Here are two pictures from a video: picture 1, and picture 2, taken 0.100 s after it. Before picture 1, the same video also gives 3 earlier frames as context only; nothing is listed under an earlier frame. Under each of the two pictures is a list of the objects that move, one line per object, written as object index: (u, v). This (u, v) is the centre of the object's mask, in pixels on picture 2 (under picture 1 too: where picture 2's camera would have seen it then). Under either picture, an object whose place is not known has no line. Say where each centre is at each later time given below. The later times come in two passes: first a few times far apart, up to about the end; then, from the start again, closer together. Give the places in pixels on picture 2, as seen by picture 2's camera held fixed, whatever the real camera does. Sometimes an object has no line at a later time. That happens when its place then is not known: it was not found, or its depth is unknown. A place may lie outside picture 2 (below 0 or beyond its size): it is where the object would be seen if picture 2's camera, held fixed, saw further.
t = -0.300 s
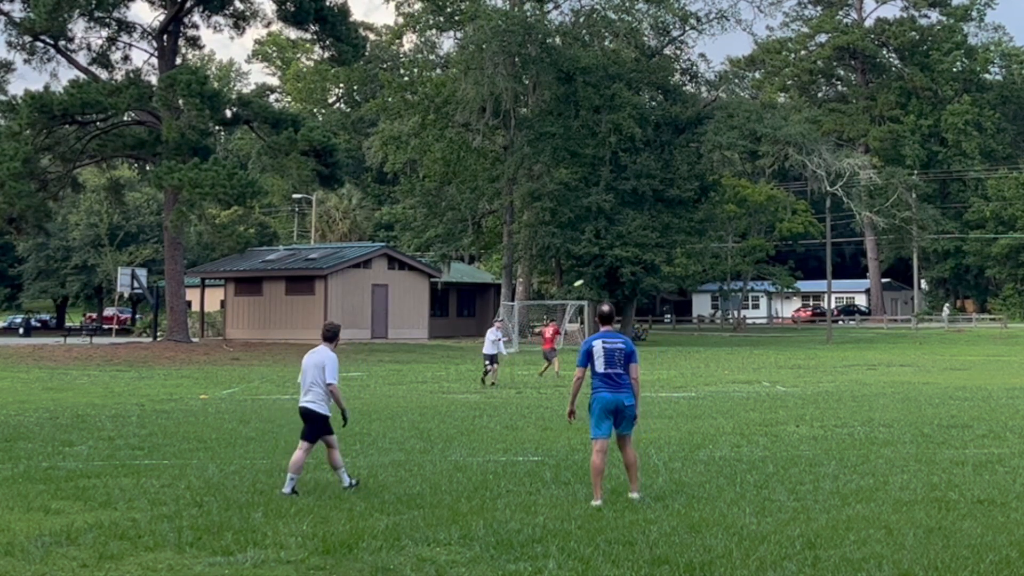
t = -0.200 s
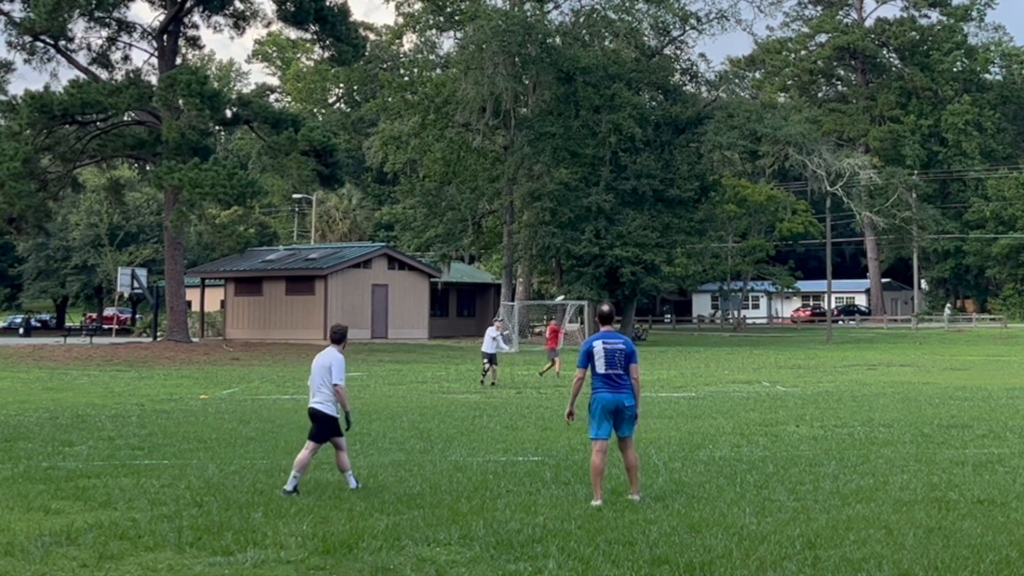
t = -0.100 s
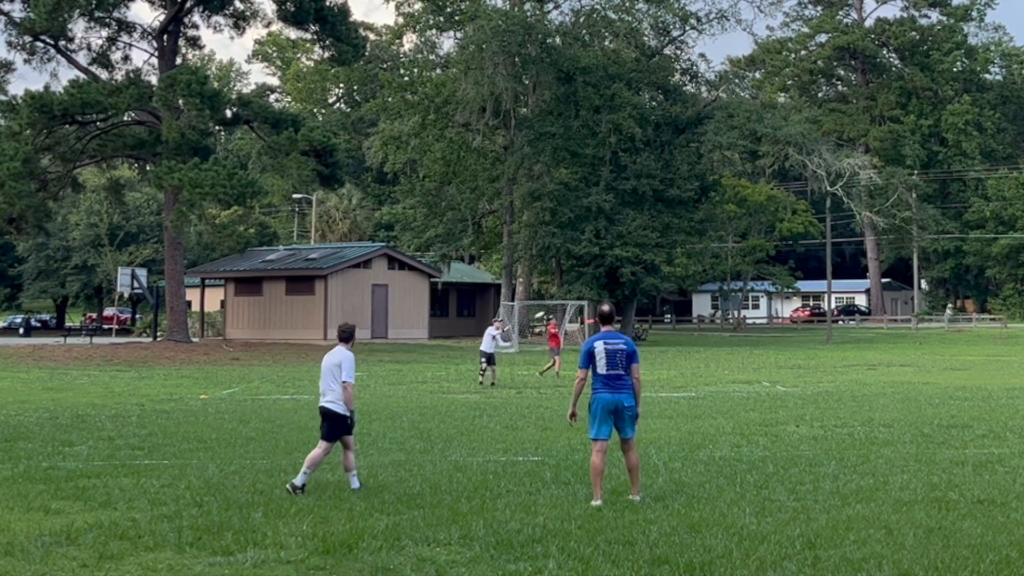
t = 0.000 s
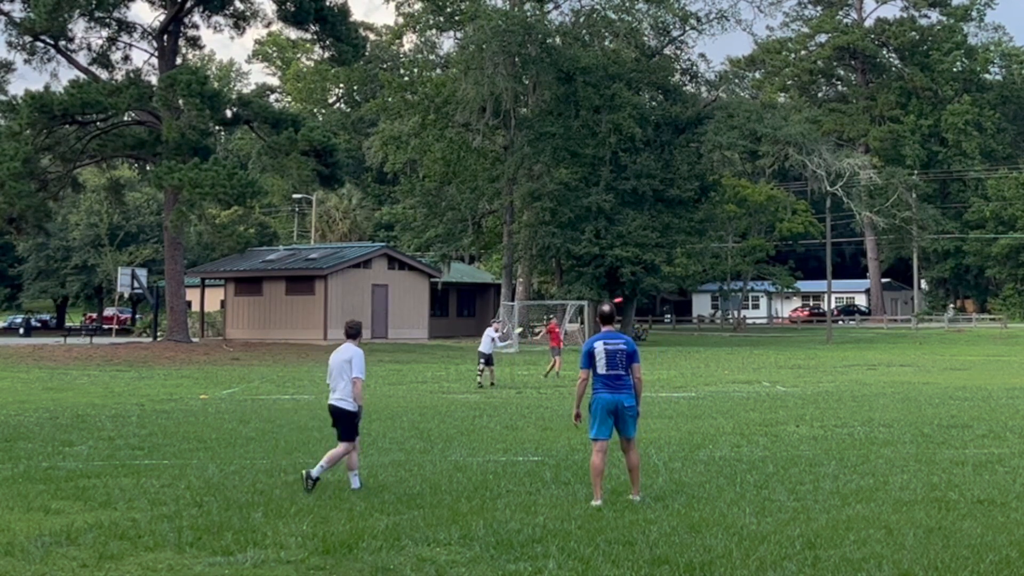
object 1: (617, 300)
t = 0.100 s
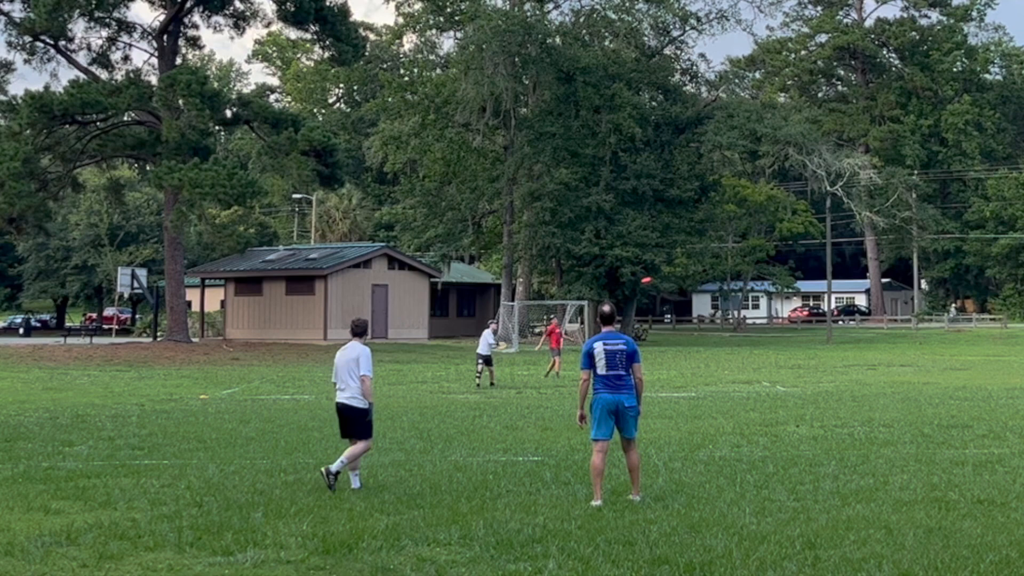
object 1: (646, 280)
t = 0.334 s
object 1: (712, 236)
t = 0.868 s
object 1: (863, 151)
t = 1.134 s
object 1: (934, 117)
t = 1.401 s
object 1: (1002, 86)
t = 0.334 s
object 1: (712, 236)
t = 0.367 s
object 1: (721, 231)
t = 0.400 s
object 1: (731, 225)
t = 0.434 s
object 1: (740, 219)
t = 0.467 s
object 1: (750, 213)
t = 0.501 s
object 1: (759, 208)
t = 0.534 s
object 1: (768, 202)
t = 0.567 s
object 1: (778, 197)
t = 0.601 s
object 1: (787, 192)
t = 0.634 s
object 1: (797, 187)
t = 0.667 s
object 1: (806, 182)
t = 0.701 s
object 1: (814, 176)
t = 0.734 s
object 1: (825, 173)
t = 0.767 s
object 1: (834, 167)
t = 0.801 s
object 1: (844, 162)
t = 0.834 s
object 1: (852, 157)
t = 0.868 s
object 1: (863, 151)
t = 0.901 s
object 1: (870, 148)
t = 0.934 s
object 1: (880, 143)
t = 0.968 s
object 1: (889, 138)
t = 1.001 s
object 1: (898, 134)
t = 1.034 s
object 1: (908, 130)
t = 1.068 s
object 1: (917, 125)
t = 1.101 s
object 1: (925, 121)
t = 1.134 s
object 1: (934, 117)
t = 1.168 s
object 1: (943, 113)
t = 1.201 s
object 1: (952, 108)
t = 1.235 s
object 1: (961, 105)
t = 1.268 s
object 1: (969, 101)
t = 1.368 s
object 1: (994, 90)
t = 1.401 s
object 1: (1002, 86)
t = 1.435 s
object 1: (1010, 83)
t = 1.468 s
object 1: (1017, 80)
